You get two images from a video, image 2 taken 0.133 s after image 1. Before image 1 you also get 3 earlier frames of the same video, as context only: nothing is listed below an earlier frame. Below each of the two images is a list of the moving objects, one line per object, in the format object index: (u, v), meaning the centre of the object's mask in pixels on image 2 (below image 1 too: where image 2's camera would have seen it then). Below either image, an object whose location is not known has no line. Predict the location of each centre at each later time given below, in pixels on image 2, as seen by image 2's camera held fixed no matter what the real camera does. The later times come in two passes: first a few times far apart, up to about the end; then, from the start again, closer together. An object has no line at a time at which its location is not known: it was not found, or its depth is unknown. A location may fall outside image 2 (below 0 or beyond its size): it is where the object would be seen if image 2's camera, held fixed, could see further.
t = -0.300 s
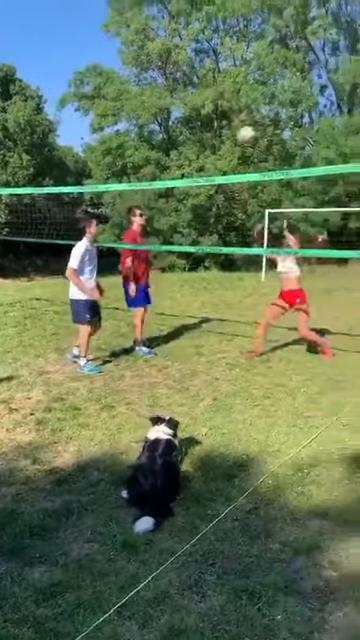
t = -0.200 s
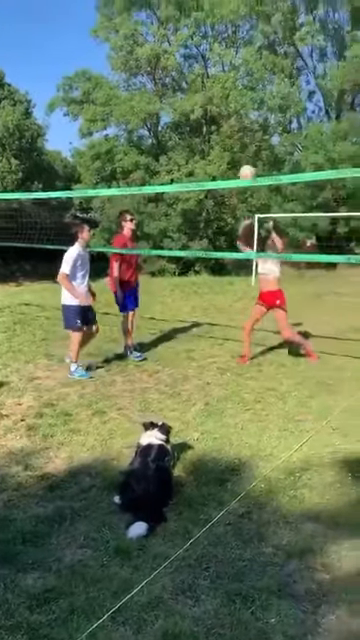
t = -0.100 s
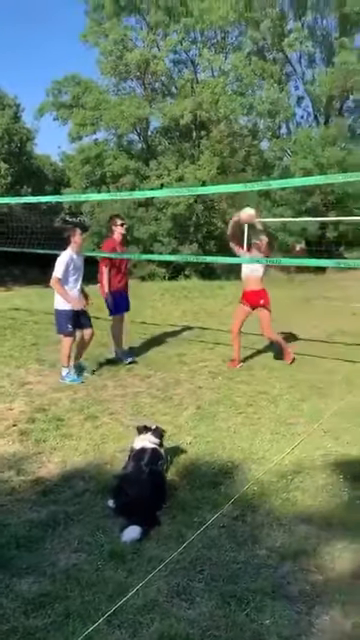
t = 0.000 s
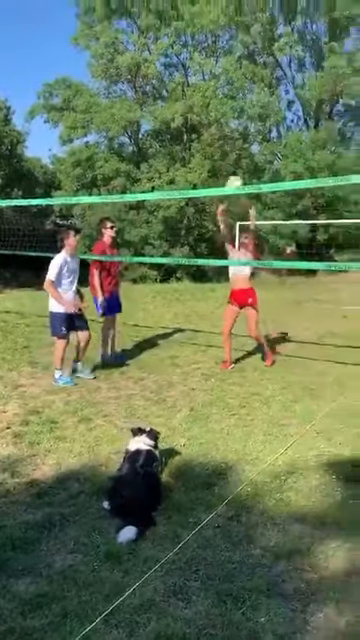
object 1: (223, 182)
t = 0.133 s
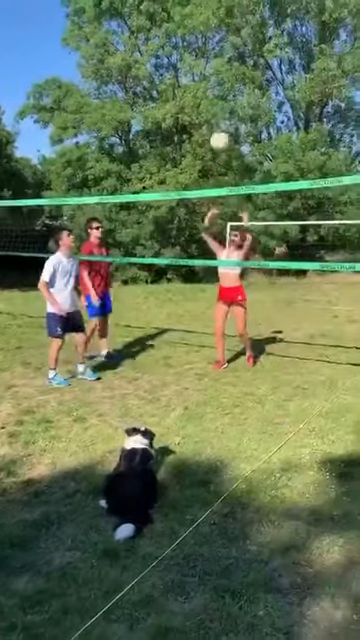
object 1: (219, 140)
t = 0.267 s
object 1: (212, 105)
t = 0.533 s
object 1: (195, 88)
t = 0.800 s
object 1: (167, 152)
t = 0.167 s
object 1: (217, 131)
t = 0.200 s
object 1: (215, 122)
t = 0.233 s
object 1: (214, 114)
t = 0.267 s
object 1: (212, 105)
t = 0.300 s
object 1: (210, 100)
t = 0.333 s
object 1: (207, 95)
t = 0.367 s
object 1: (206, 92)
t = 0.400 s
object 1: (204, 88)
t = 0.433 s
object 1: (203, 87)
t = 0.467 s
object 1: (201, 86)
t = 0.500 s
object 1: (199, 87)
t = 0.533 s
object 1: (195, 88)
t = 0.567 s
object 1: (194, 90)
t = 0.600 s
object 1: (190, 95)
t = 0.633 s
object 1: (185, 101)
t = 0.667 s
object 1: (182, 108)
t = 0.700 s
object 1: (178, 117)
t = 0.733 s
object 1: (173, 127)
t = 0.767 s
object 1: (168, 137)
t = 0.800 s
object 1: (167, 152)
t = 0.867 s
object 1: (153, 182)
